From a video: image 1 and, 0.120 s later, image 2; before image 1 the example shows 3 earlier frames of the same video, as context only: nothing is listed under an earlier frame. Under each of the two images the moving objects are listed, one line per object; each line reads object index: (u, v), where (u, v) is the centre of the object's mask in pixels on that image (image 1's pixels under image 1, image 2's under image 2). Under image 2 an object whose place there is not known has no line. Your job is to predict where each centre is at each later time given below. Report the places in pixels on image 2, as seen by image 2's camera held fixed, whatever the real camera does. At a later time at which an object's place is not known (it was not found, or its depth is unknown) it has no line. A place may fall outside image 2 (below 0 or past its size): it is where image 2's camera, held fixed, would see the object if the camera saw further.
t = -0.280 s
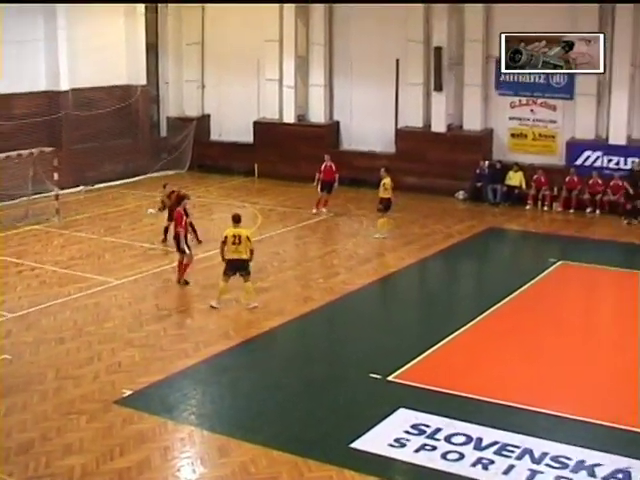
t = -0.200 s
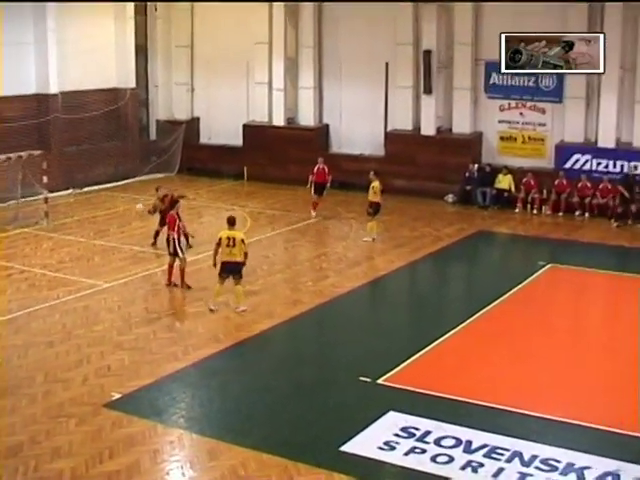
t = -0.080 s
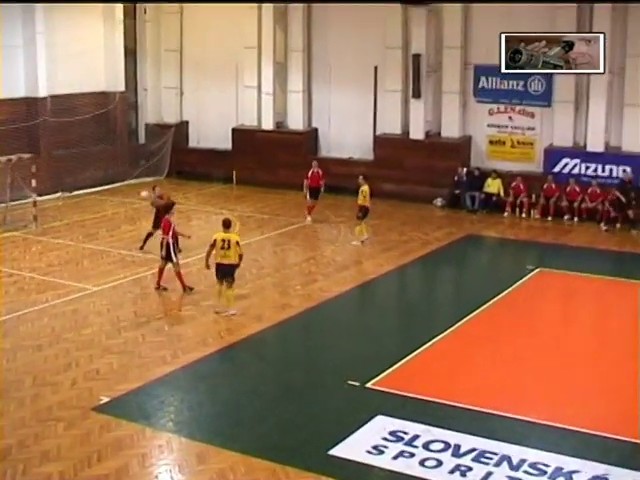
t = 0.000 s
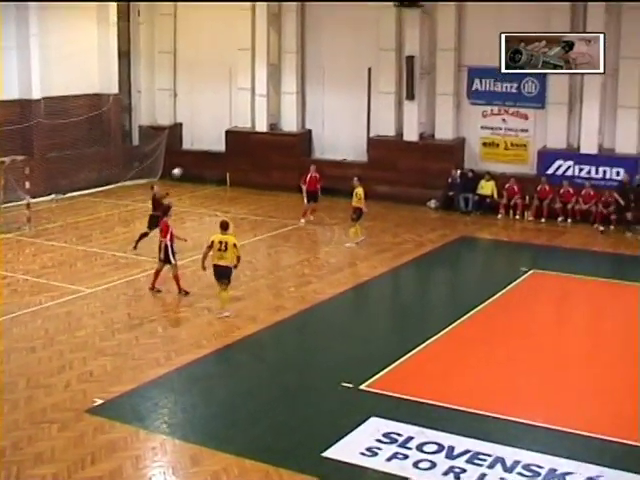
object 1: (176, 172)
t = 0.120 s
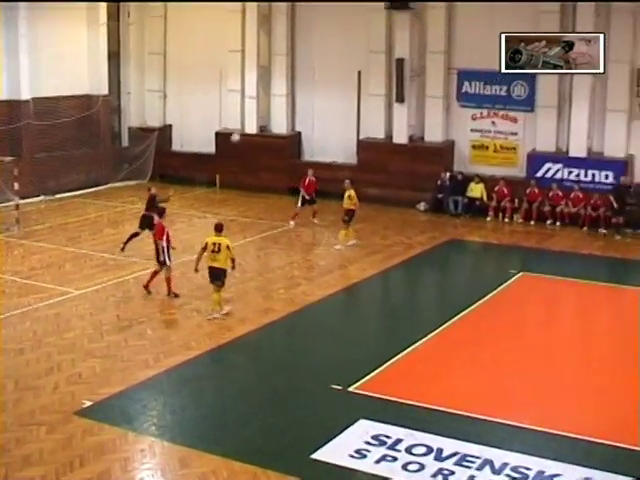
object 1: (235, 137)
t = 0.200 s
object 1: (282, 116)
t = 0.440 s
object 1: (432, 58)
